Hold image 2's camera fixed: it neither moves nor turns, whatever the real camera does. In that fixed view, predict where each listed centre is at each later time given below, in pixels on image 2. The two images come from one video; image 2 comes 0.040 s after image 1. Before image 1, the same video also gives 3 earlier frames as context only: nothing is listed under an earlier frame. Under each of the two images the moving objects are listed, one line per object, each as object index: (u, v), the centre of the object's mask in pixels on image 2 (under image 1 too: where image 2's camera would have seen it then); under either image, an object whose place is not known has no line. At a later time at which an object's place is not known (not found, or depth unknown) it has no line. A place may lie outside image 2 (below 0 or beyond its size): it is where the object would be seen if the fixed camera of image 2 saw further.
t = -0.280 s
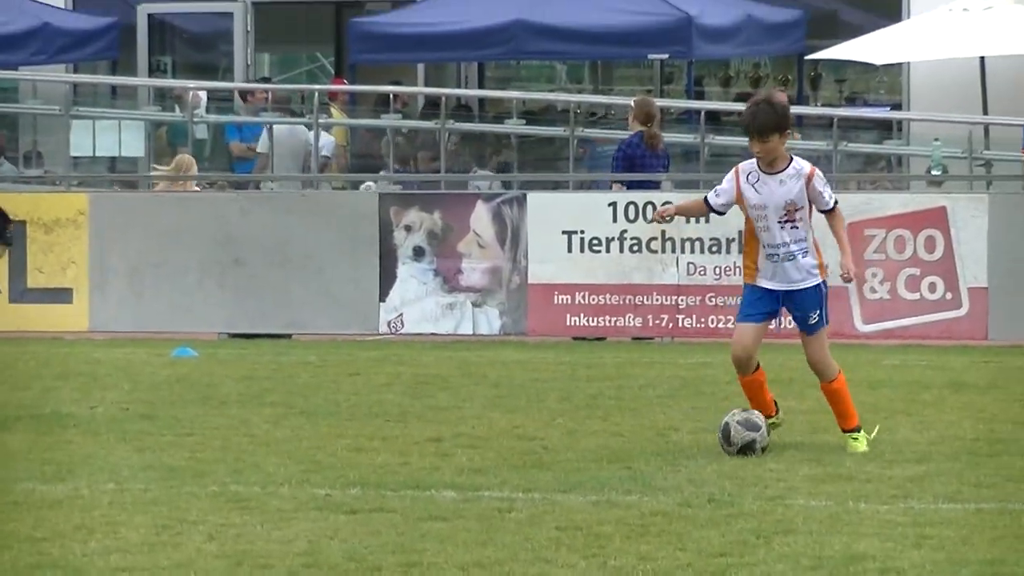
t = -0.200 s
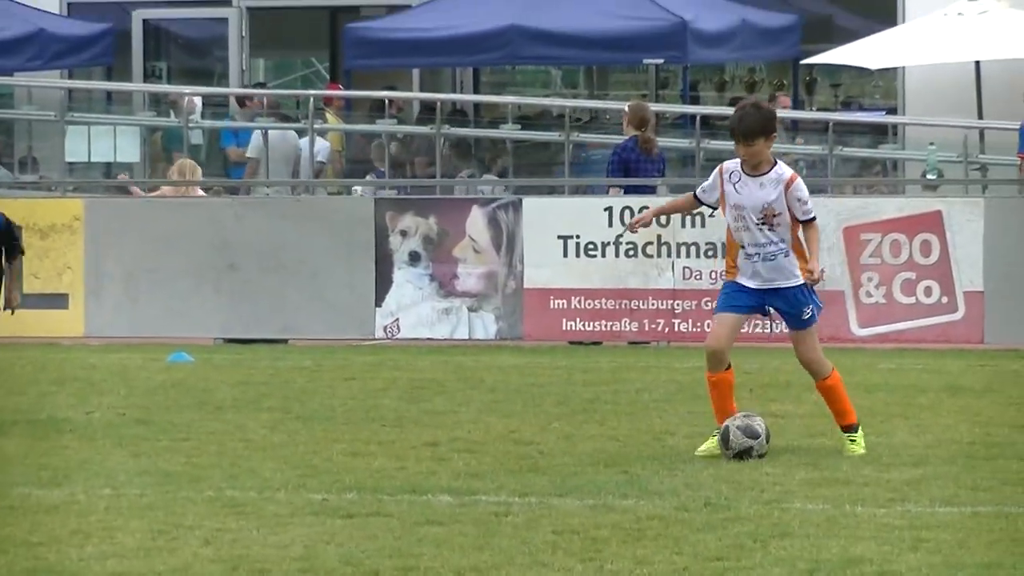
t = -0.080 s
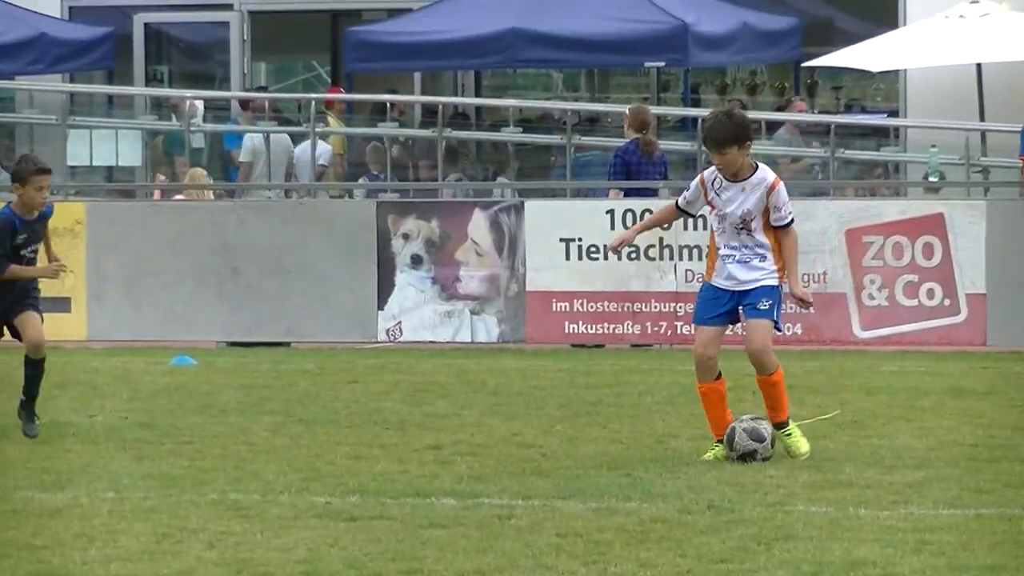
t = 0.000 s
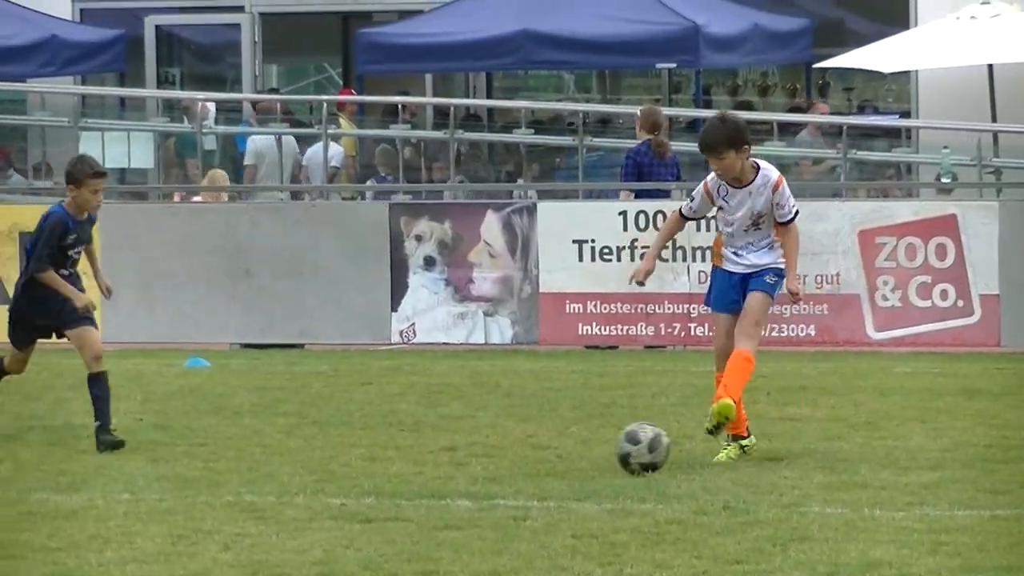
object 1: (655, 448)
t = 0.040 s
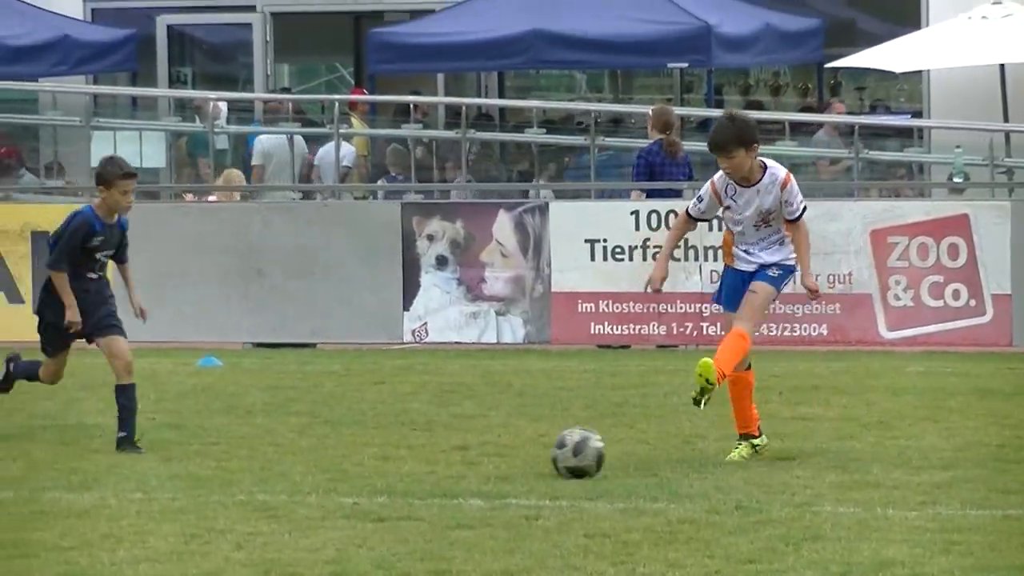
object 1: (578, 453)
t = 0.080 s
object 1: (501, 461)
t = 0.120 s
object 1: (427, 464)
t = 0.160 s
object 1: (353, 469)
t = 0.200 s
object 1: (281, 472)
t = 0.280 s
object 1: (134, 486)
